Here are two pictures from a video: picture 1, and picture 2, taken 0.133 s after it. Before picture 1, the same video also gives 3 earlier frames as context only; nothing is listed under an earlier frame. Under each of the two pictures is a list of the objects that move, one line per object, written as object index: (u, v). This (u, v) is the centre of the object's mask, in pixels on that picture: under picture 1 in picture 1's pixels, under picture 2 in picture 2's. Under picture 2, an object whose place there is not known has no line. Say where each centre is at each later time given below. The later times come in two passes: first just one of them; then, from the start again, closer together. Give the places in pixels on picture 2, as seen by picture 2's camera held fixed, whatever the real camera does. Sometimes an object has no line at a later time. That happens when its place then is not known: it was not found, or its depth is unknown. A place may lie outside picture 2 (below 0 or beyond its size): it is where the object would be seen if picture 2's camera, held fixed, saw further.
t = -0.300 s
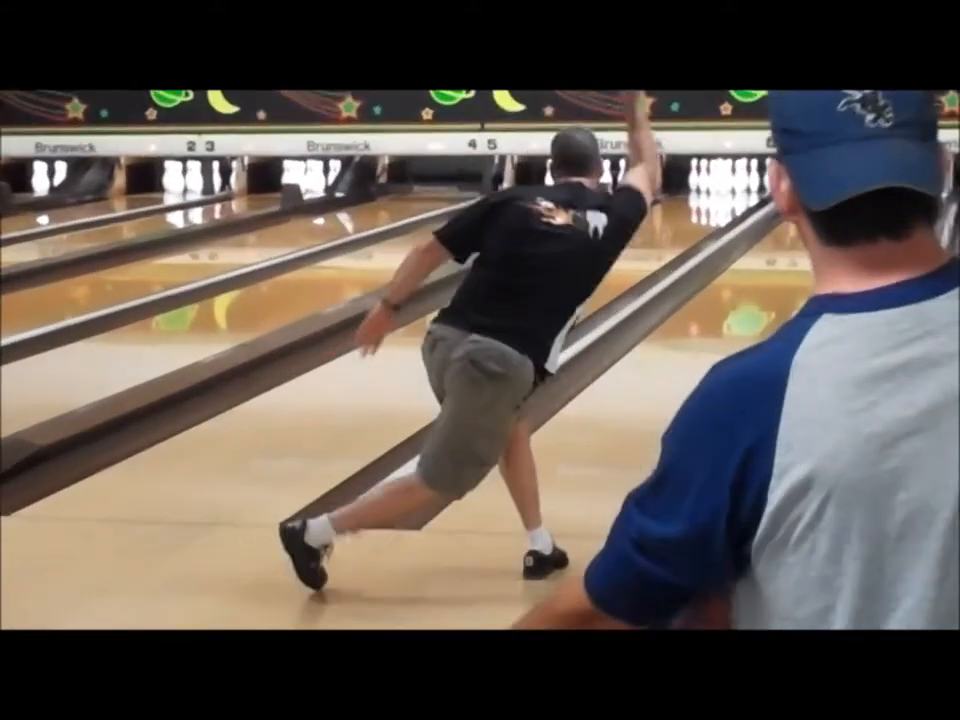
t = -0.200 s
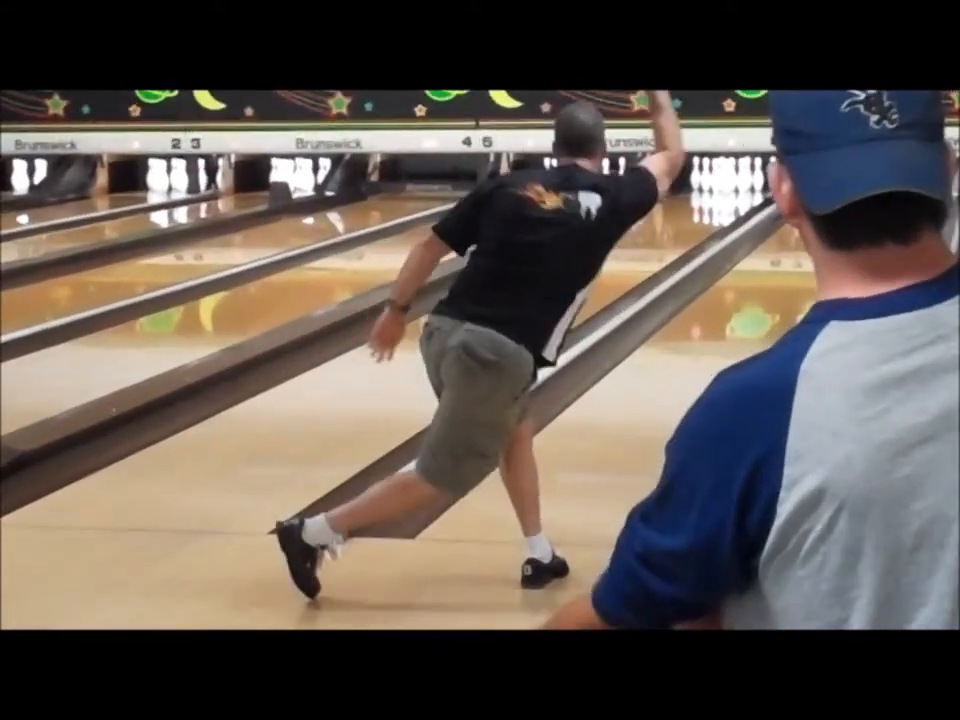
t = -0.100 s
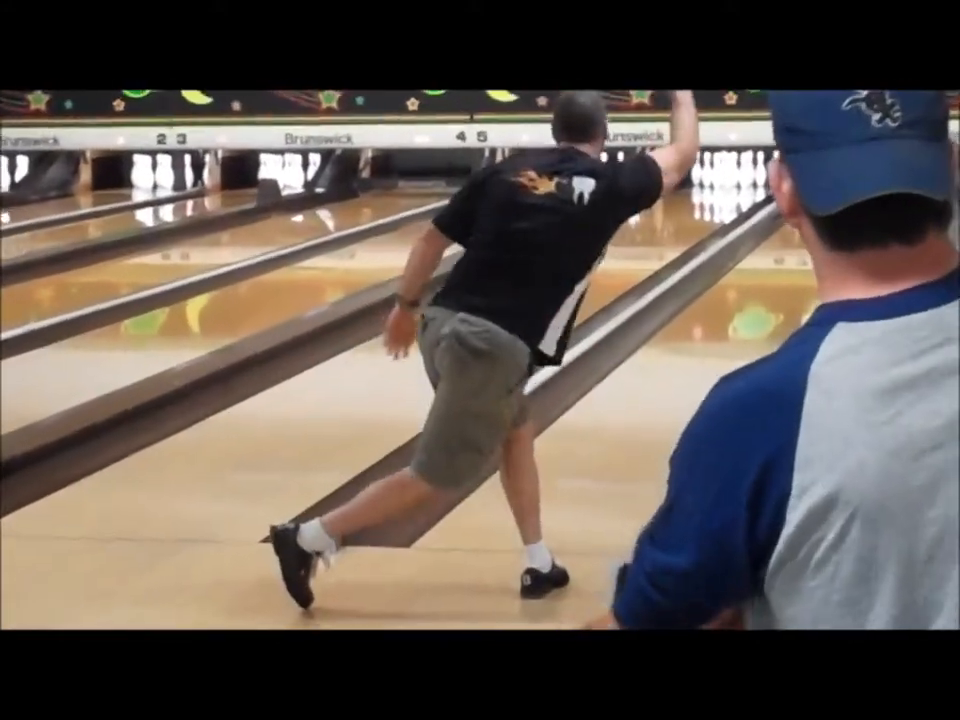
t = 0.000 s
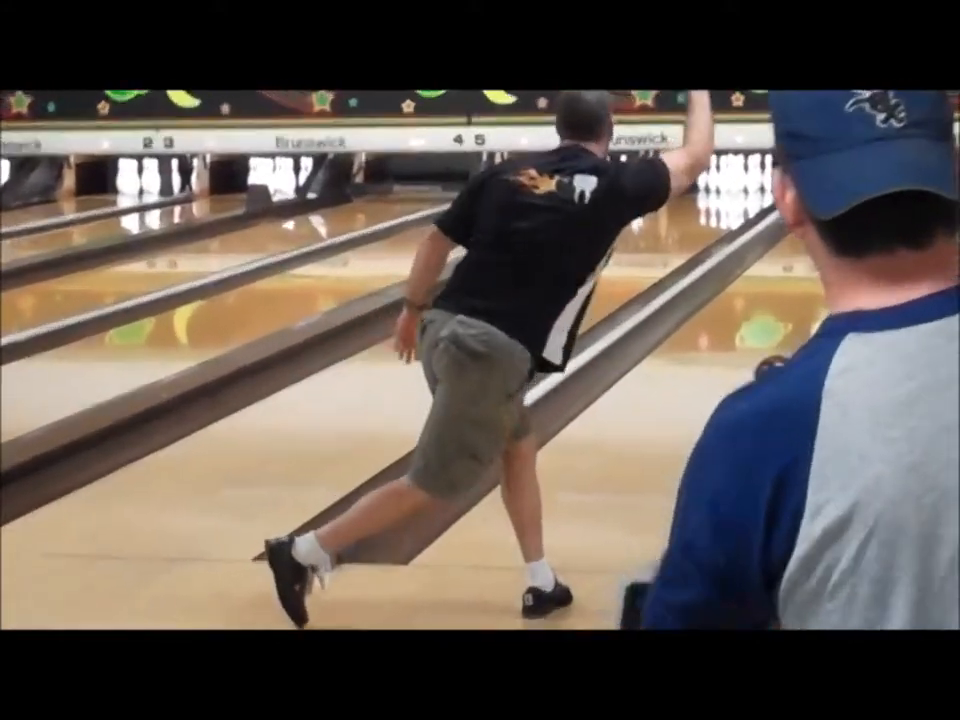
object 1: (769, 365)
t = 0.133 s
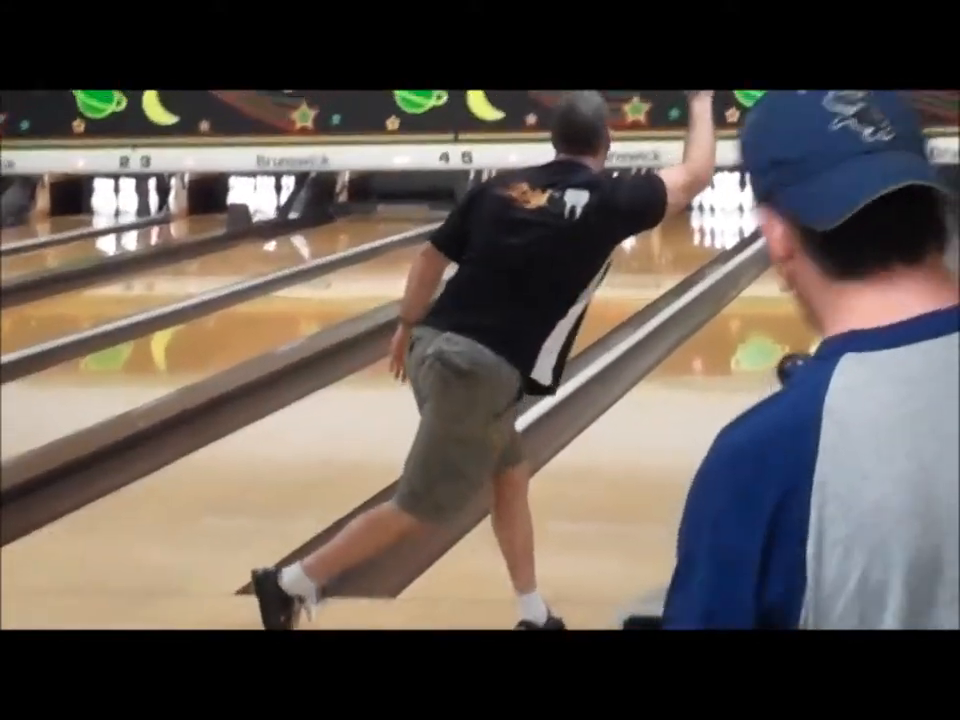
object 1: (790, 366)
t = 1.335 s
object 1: (892, 230)
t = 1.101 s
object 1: (884, 250)
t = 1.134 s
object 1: (885, 247)
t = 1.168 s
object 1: (886, 247)
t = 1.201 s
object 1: (888, 241)
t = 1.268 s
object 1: (890, 237)
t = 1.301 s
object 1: (892, 235)
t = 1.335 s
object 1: (892, 230)
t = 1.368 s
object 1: (892, 229)
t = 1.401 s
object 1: (892, 228)
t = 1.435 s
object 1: (892, 226)
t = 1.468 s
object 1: (893, 225)
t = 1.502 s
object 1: (893, 223)
